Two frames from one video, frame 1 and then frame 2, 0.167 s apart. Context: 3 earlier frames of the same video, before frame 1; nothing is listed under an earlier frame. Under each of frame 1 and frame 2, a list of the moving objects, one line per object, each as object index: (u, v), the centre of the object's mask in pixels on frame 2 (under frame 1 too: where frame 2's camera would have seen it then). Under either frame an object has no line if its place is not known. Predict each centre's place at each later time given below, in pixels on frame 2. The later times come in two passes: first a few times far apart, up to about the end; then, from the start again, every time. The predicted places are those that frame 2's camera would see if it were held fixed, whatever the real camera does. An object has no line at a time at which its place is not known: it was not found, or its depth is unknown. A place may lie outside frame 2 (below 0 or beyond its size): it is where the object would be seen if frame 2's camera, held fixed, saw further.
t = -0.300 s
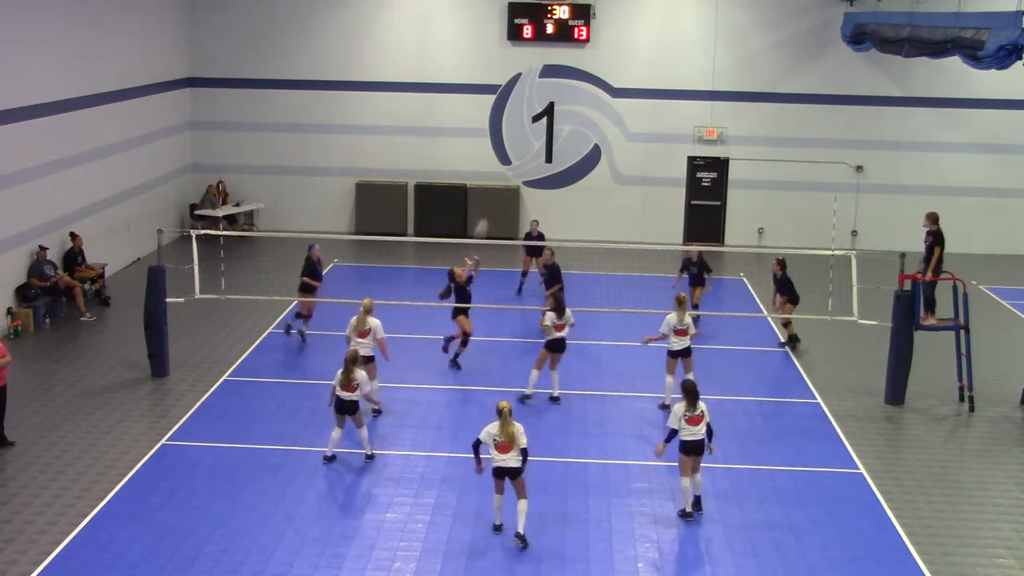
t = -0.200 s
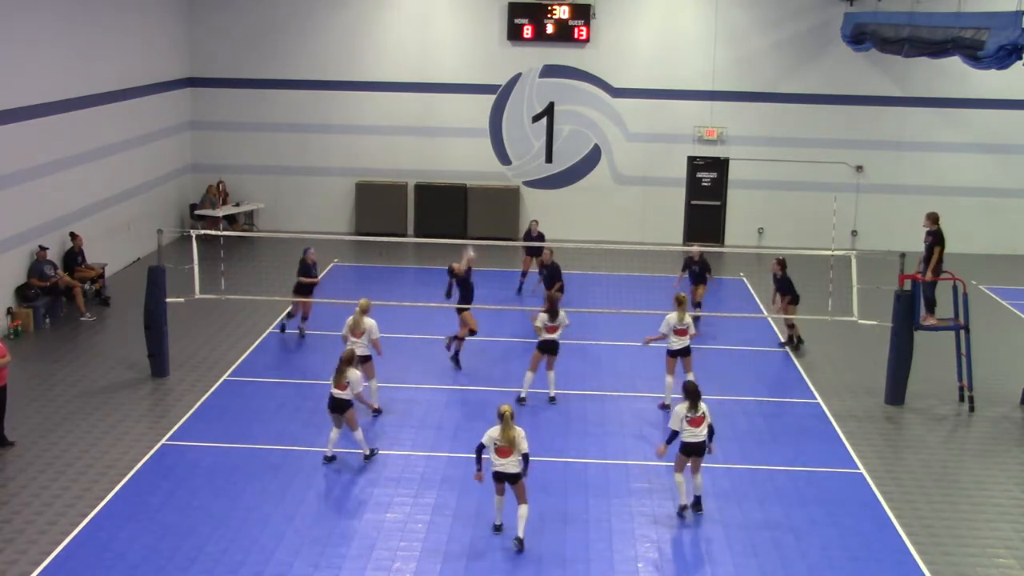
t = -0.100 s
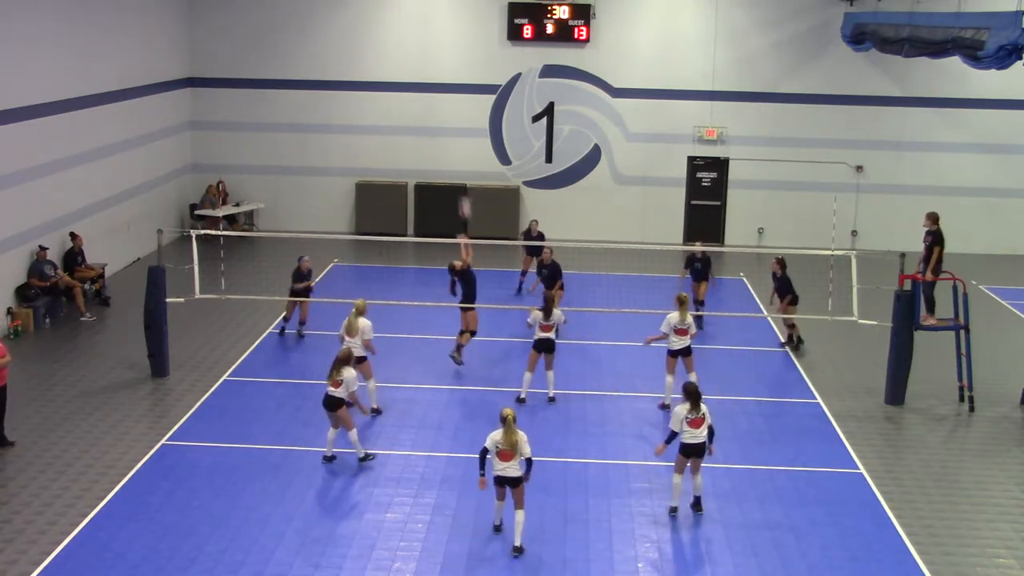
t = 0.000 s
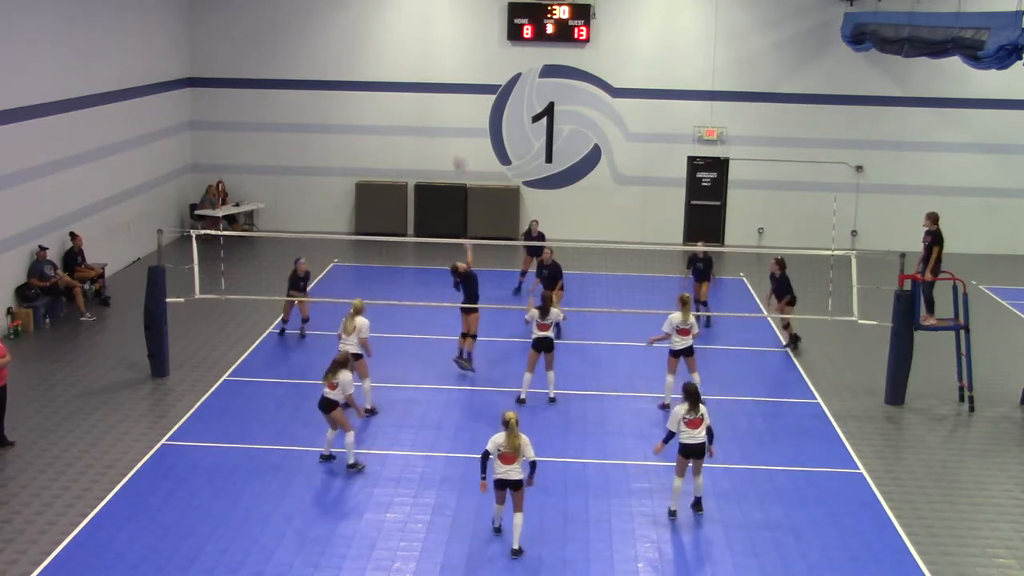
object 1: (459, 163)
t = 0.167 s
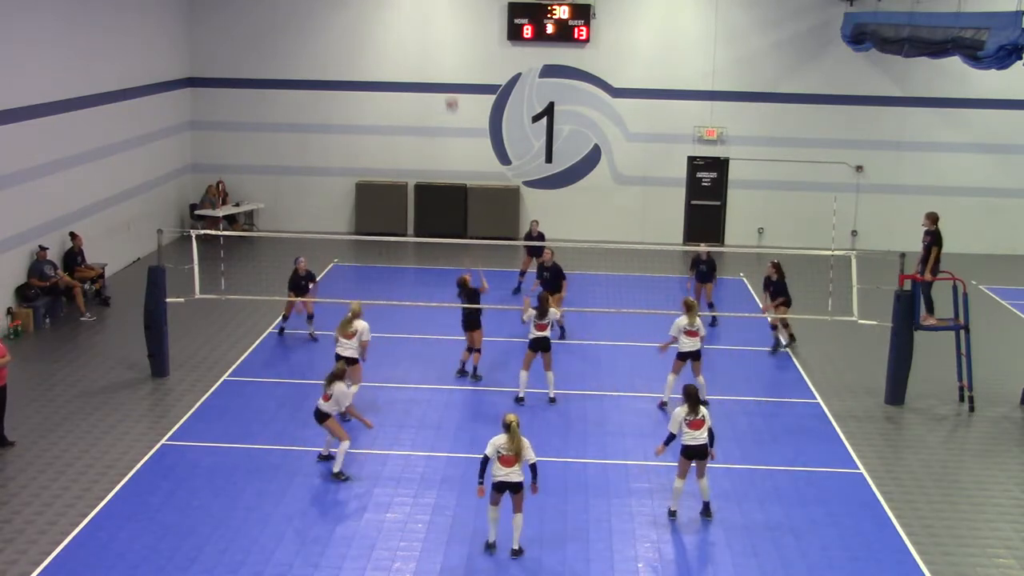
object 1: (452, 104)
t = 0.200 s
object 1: (450, 93)
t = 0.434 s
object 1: (439, 44)
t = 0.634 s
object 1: (430, 31)
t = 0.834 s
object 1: (421, 42)
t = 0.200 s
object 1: (450, 93)
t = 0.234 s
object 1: (449, 82)
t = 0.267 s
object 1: (447, 75)
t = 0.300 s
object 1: (445, 68)
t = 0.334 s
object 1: (444, 61)
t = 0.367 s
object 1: (442, 55)
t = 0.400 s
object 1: (441, 49)
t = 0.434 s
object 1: (439, 44)
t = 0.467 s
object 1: (438, 40)
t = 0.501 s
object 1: (436, 37)
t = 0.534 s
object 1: (435, 35)
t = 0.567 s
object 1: (433, 33)
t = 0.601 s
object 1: (432, 31)
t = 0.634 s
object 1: (430, 31)
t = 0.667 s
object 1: (429, 31)
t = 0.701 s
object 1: (427, 32)
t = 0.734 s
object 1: (426, 33)
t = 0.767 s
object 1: (424, 36)
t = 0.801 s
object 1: (423, 39)
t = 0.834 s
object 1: (421, 42)
